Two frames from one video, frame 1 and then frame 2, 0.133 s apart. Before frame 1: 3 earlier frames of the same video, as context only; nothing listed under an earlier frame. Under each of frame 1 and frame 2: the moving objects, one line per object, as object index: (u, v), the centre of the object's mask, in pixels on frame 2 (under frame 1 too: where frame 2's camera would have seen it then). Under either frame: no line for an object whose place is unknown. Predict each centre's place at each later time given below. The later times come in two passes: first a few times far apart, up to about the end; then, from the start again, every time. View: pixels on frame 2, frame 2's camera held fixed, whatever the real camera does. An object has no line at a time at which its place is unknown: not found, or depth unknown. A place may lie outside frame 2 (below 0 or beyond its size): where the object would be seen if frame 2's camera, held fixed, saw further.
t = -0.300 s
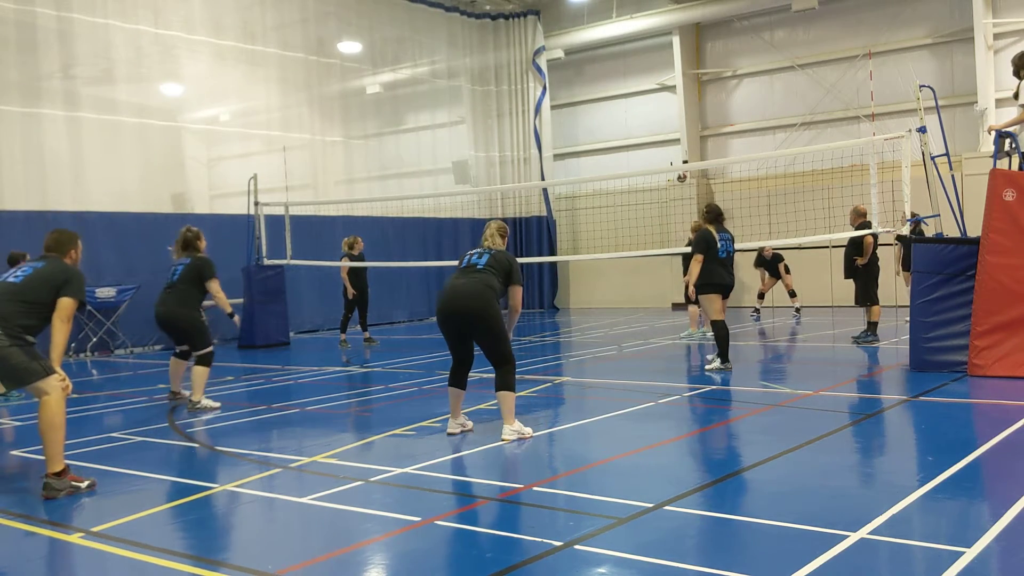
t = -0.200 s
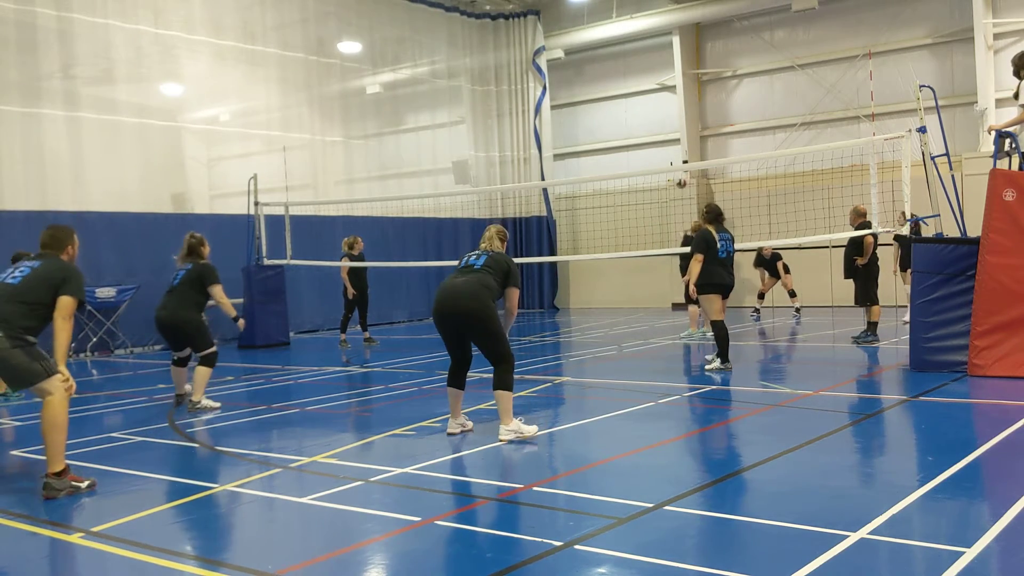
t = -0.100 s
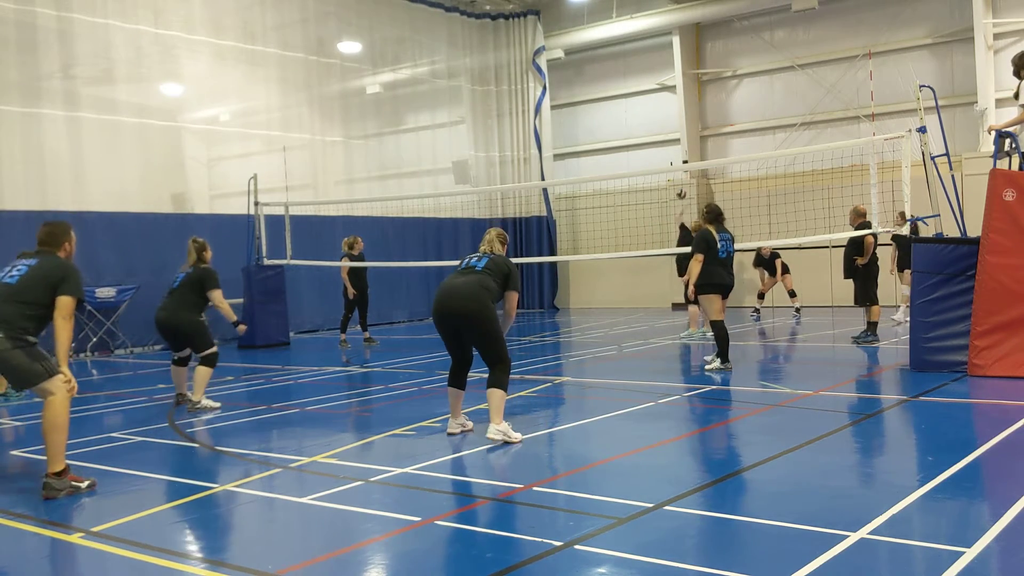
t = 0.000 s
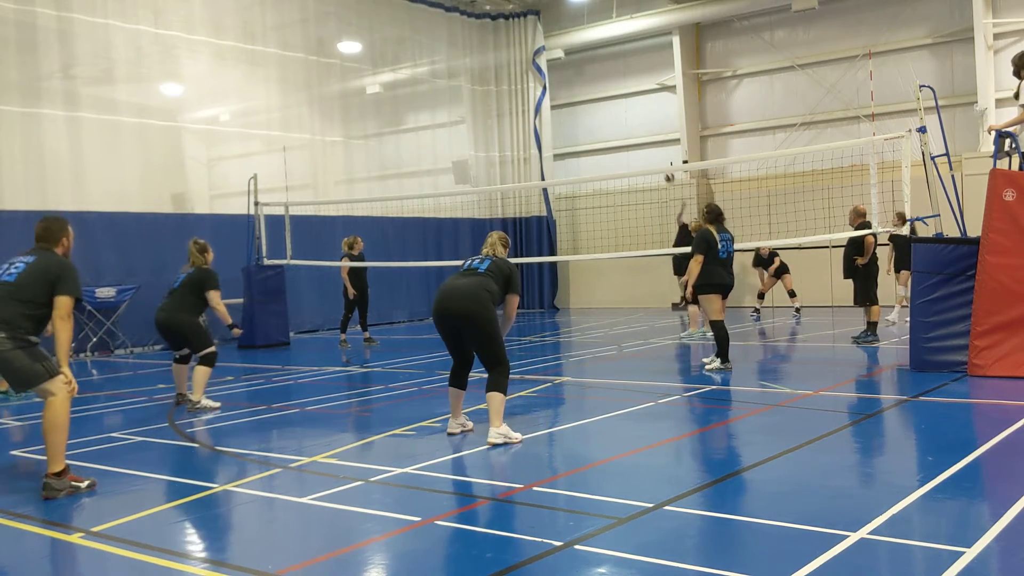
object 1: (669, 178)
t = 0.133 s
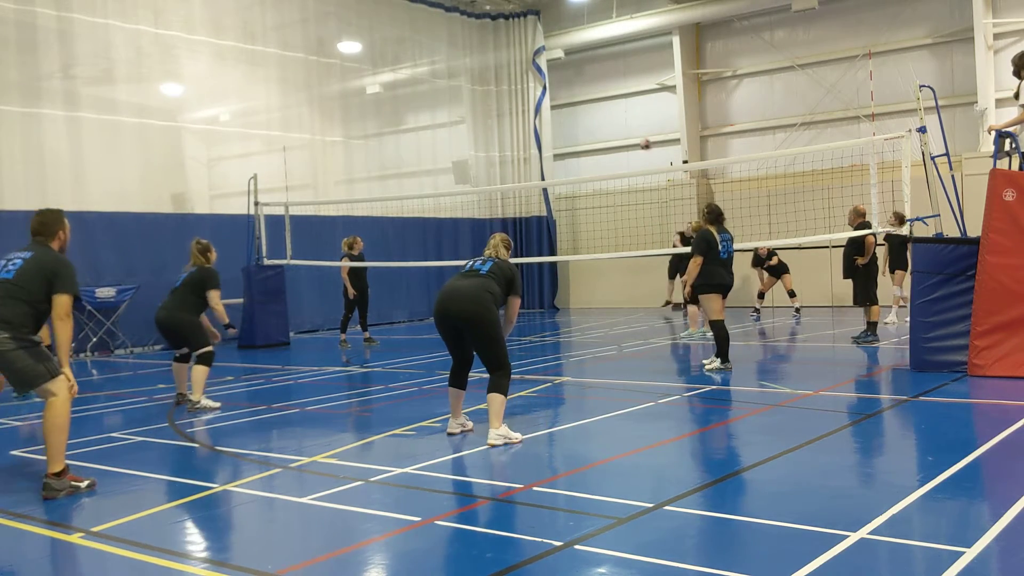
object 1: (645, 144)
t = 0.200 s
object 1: (632, 130)
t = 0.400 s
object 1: (585, 97)
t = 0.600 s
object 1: (526, 84)
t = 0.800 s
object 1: (453, 93)
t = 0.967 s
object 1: (373, 137)
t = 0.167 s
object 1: (639, 137)
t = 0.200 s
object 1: (632, 130)
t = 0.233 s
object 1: (625, 123)
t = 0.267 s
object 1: (618, 117)
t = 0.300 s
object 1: (610, 111)
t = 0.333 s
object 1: (602, 105)
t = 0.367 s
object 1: (594, 101)
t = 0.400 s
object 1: (585, 97)
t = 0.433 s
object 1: (575, 93)
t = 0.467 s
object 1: (566, 90)
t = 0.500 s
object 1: (556, 88)
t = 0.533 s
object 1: (548, 86)
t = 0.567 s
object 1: (537, 85)
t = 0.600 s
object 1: (526, 84)
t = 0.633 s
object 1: (514, 83)
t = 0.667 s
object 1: (503, 84)
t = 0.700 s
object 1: (492, 85)
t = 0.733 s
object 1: (480, 87)
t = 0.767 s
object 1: (466, 90)
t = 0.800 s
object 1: (453, 93)
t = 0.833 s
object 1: (438, 99)
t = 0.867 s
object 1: (422, 106)
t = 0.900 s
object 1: (406, 114)
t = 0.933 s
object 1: (389, 124)
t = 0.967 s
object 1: (373, 137)
